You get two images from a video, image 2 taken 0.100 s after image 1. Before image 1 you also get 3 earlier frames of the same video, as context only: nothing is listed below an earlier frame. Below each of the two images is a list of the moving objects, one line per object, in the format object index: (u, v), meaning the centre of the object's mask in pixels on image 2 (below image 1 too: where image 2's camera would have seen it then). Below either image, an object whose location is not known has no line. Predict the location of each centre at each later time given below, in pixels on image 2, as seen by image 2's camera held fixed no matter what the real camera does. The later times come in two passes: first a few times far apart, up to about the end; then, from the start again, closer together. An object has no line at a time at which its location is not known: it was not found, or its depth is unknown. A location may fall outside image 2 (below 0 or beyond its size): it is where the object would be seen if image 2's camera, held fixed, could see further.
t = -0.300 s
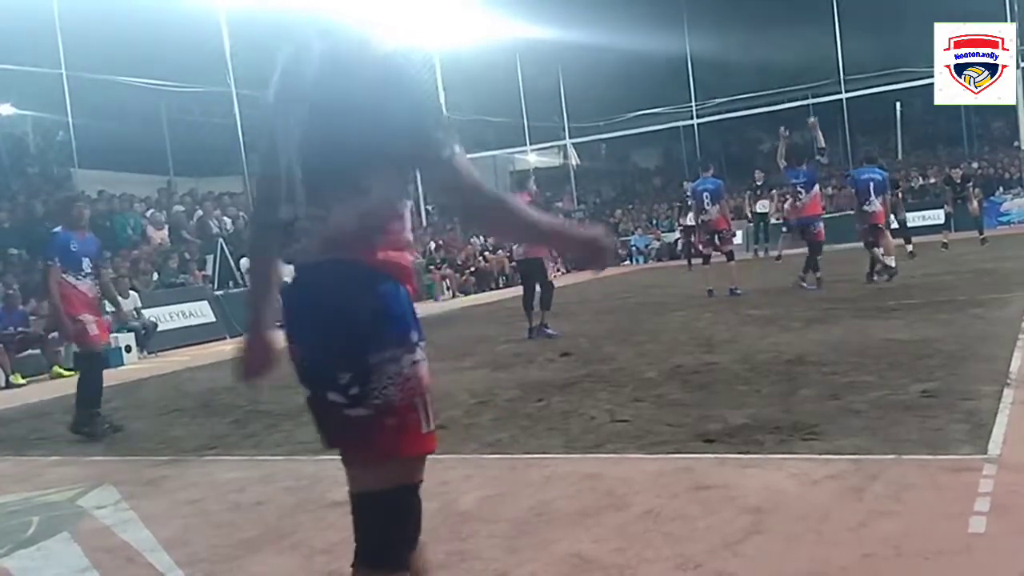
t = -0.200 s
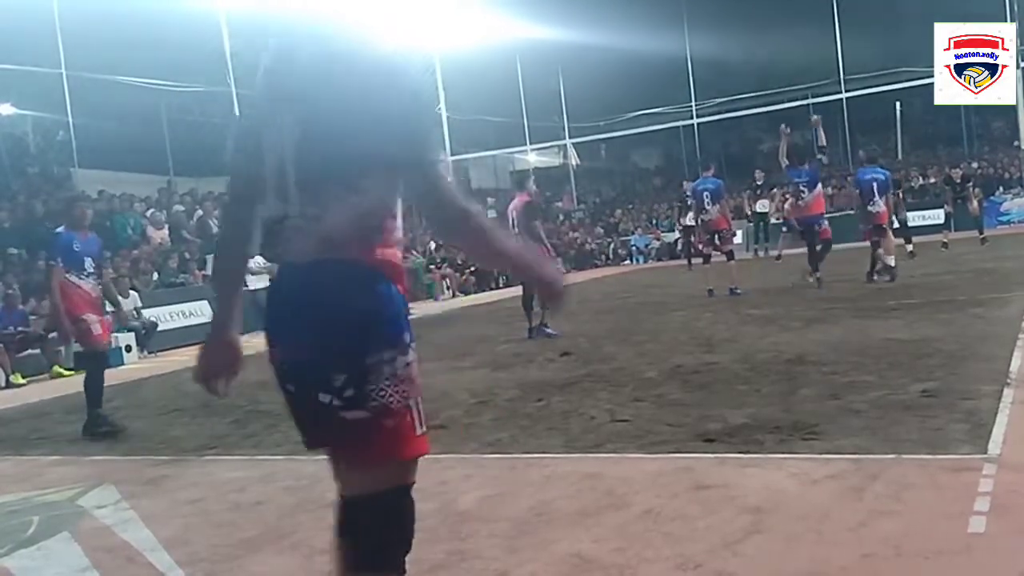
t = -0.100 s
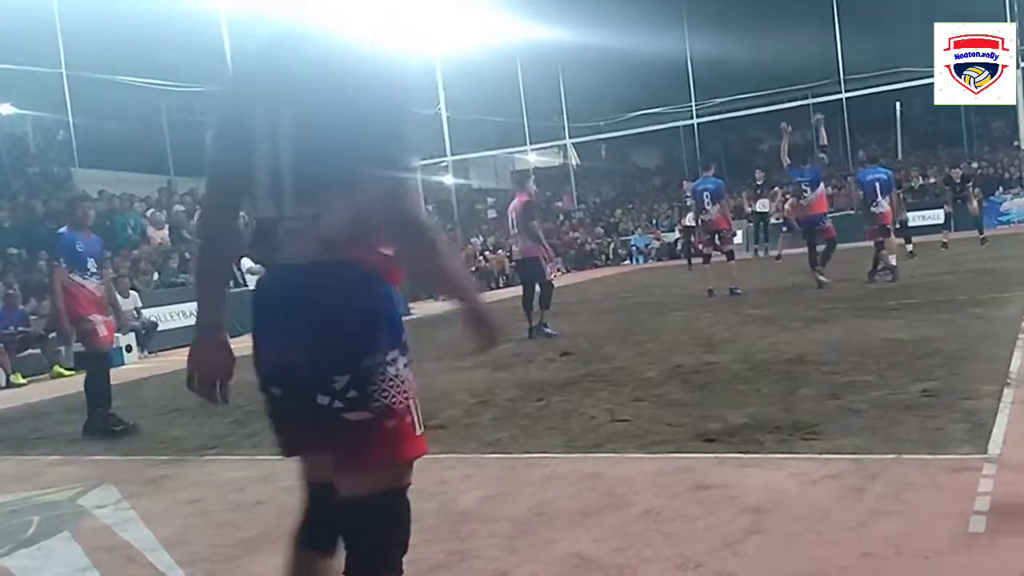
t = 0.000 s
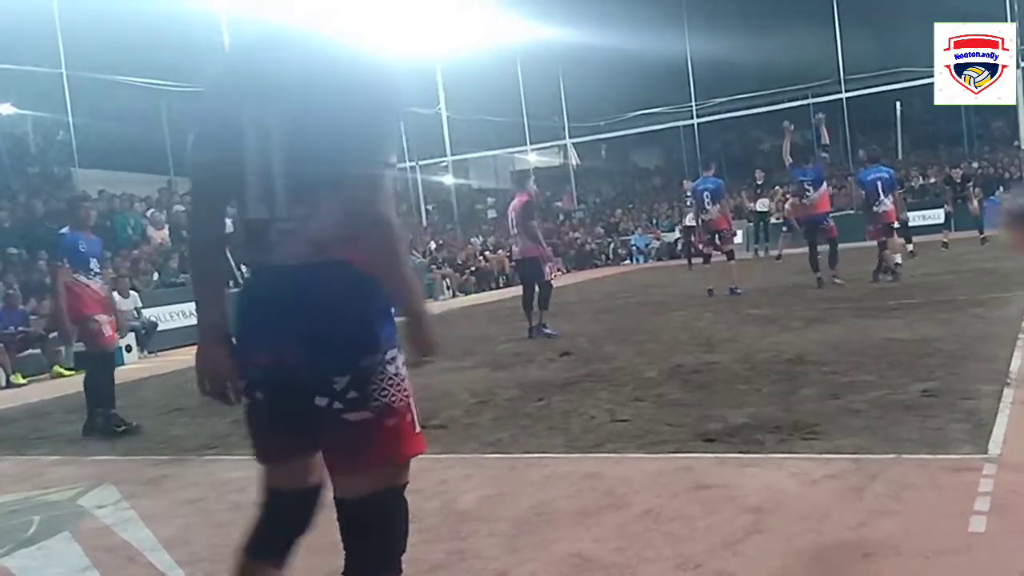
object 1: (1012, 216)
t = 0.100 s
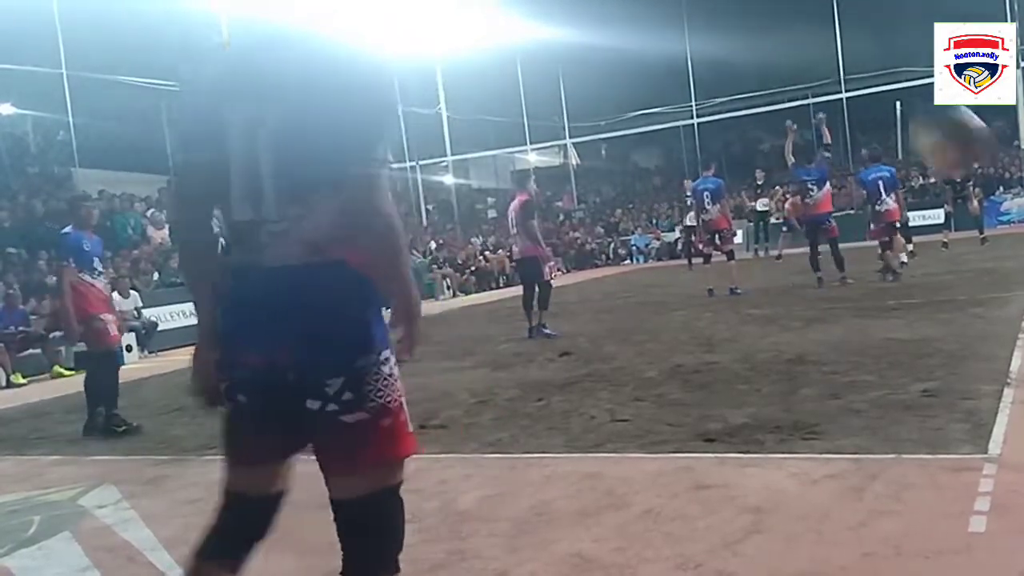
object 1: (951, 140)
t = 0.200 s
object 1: (873, 81)
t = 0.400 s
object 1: (714, 55)
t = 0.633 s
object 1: (537, 189)
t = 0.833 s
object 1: (440, 538)
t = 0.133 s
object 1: (923, 123)
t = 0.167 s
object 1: (900, 102)
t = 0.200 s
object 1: (873, 81)
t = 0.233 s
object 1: (847, 69)
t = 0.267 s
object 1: (821, 58)
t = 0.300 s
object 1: (793, 53)
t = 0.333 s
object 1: (766, 51)
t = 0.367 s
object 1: (740, 52)
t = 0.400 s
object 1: (714, 55)
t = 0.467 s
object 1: (650, 85)
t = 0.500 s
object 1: (629, 96)
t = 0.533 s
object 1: (599, 118)
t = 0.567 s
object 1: (573, 139)
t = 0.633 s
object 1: (537, 189)
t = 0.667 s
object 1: (511, 222)
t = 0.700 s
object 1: (487, 261)
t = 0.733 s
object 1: (468, 337)
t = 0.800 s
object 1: (450, 464)
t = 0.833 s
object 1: (440, 538)
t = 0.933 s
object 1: (376, 540)
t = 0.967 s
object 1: (352, 496)
